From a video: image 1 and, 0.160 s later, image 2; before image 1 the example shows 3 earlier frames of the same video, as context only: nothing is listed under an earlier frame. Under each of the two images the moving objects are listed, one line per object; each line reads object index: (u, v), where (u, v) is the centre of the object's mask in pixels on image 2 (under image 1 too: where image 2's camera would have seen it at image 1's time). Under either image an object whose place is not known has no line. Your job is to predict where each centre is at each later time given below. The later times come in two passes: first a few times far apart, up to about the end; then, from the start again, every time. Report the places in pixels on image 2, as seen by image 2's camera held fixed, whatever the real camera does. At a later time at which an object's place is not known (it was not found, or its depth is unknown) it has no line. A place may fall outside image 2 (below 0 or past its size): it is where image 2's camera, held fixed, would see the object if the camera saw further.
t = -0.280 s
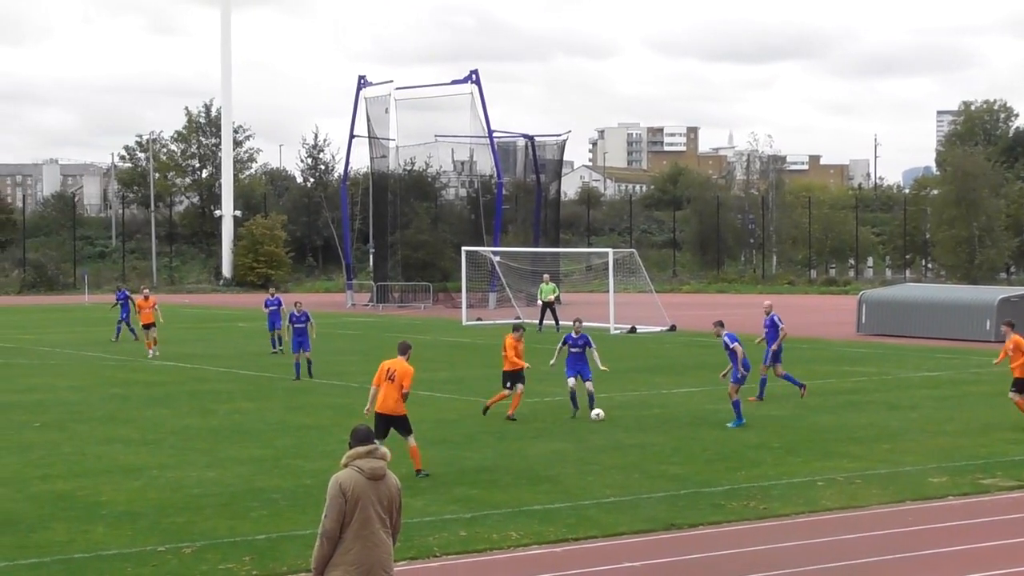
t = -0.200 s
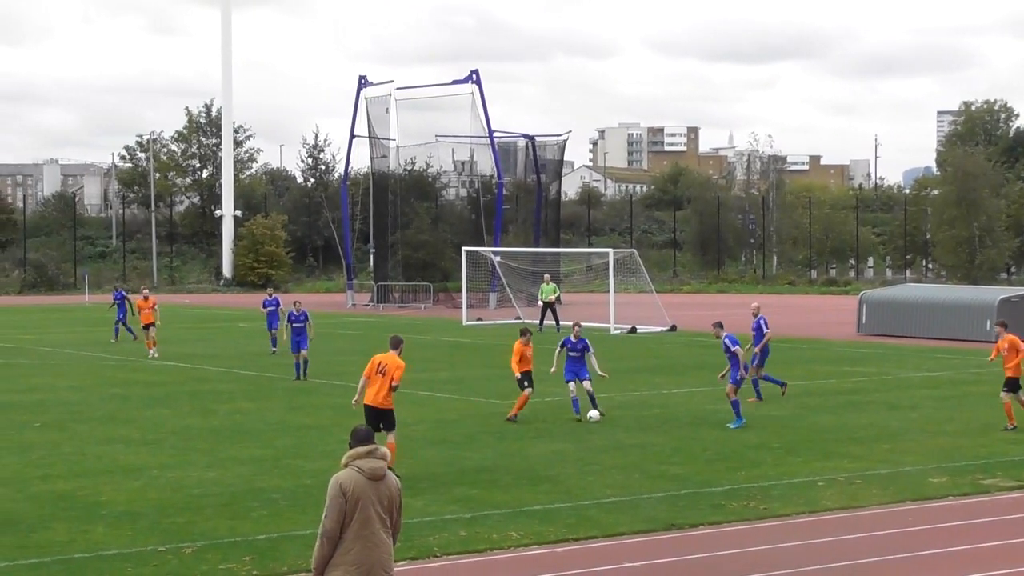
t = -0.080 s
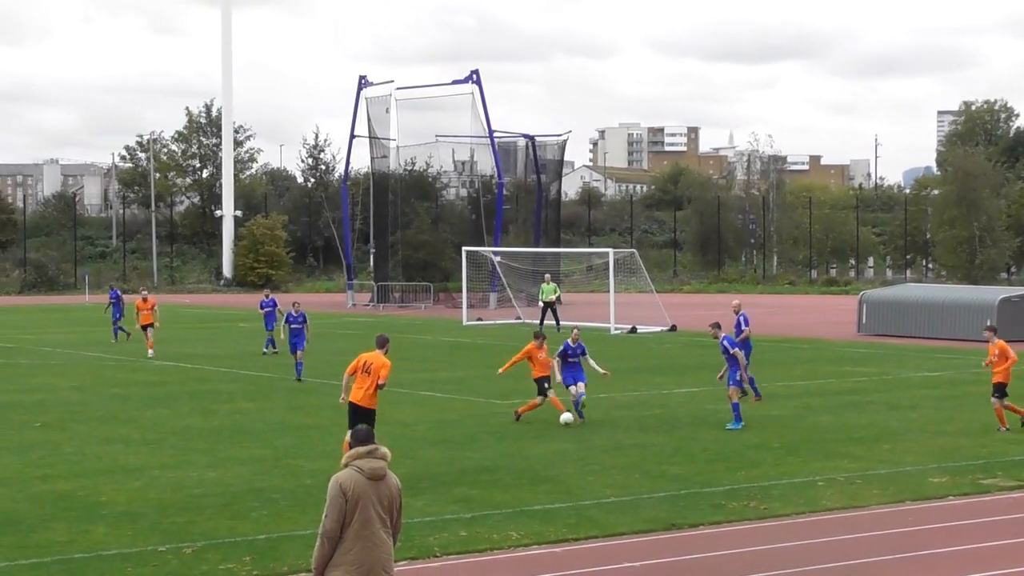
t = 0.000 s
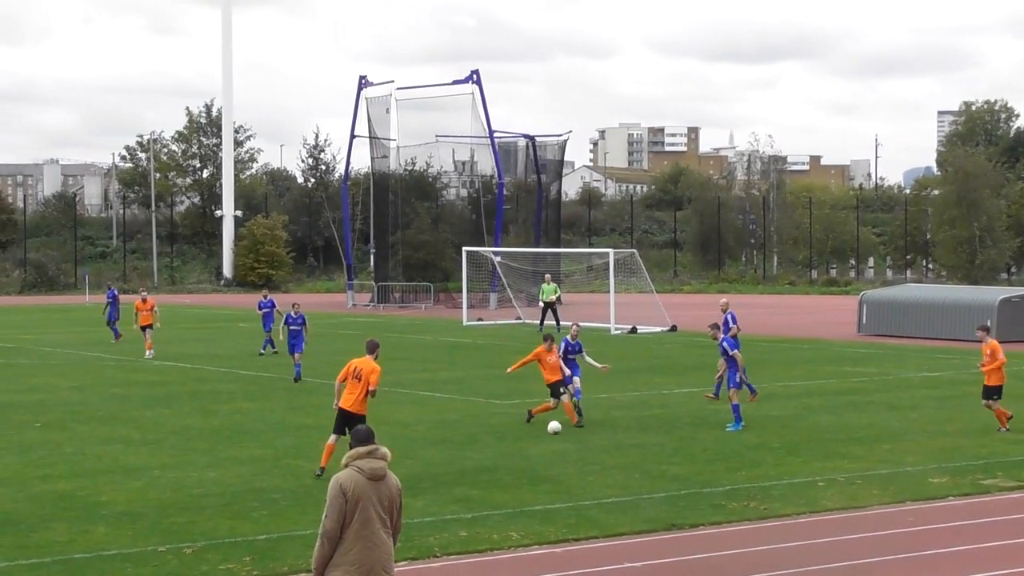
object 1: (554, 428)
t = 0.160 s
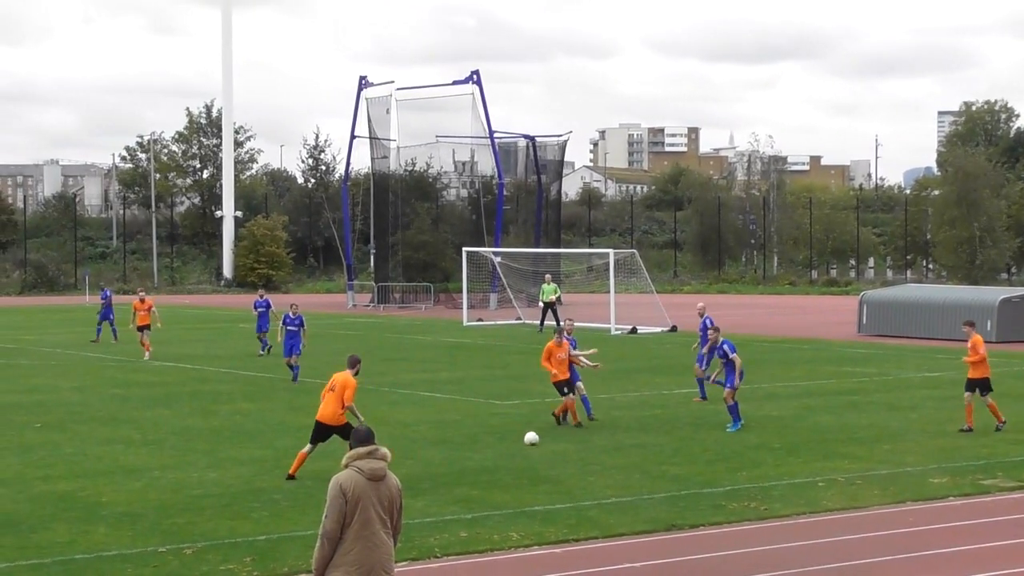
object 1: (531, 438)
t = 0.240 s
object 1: (521, 441)
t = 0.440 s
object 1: (497, 452)
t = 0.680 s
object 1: (473, 465)
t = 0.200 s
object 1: (526, 440)
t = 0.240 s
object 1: (521, 441)
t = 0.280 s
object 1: (516, 443)
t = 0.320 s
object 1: (510, 446)
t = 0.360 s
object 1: (505, 450)
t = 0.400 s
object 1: (501, 451)
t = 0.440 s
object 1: (497, 452)
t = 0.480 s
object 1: (493, 454)
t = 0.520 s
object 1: (489, 458)
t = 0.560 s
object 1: (485, 459)
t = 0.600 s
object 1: (481, 461)
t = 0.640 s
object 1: (477, 463)
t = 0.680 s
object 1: (473, 465)
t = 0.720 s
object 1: (469, 467)
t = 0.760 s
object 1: (465, 469)
